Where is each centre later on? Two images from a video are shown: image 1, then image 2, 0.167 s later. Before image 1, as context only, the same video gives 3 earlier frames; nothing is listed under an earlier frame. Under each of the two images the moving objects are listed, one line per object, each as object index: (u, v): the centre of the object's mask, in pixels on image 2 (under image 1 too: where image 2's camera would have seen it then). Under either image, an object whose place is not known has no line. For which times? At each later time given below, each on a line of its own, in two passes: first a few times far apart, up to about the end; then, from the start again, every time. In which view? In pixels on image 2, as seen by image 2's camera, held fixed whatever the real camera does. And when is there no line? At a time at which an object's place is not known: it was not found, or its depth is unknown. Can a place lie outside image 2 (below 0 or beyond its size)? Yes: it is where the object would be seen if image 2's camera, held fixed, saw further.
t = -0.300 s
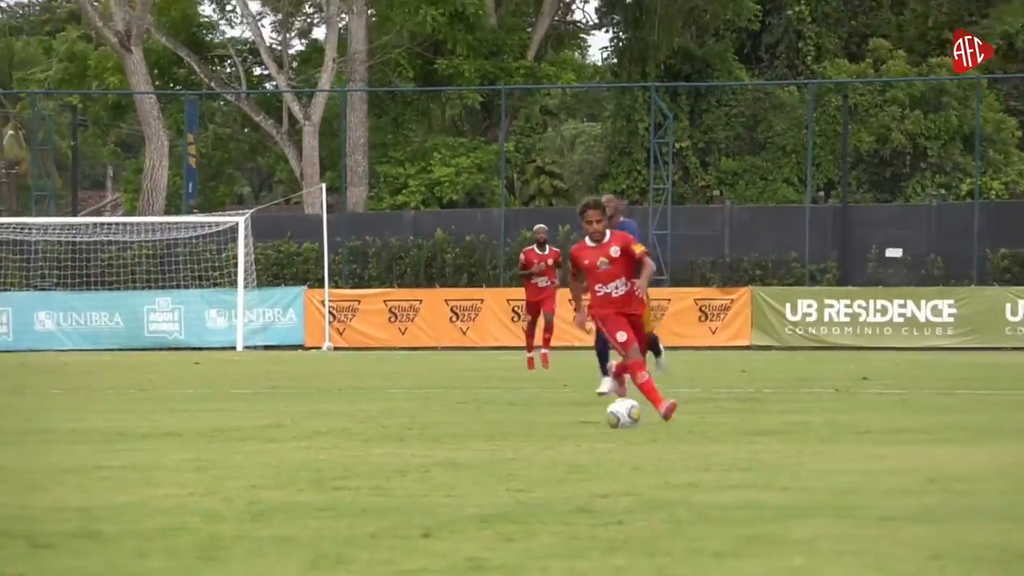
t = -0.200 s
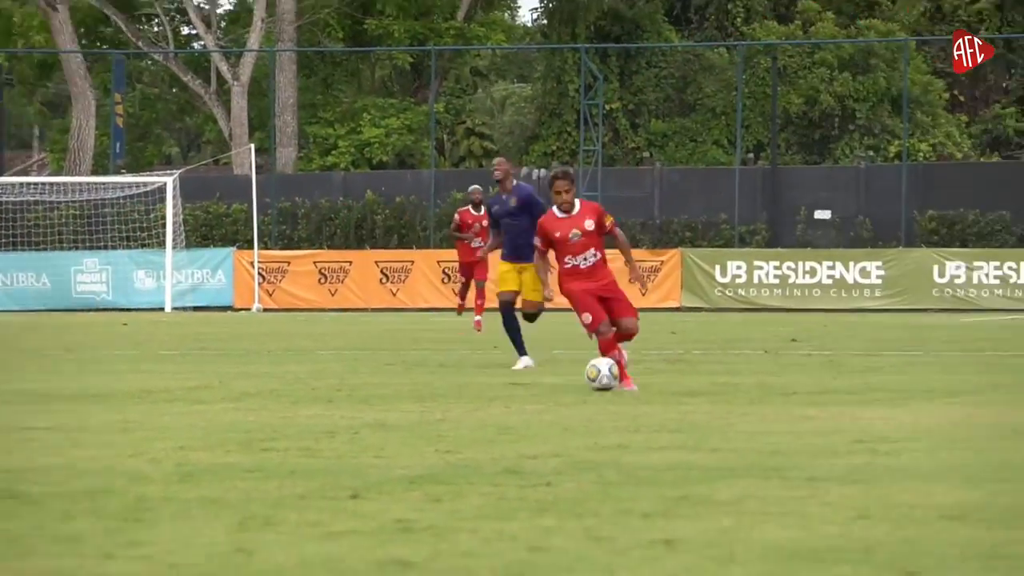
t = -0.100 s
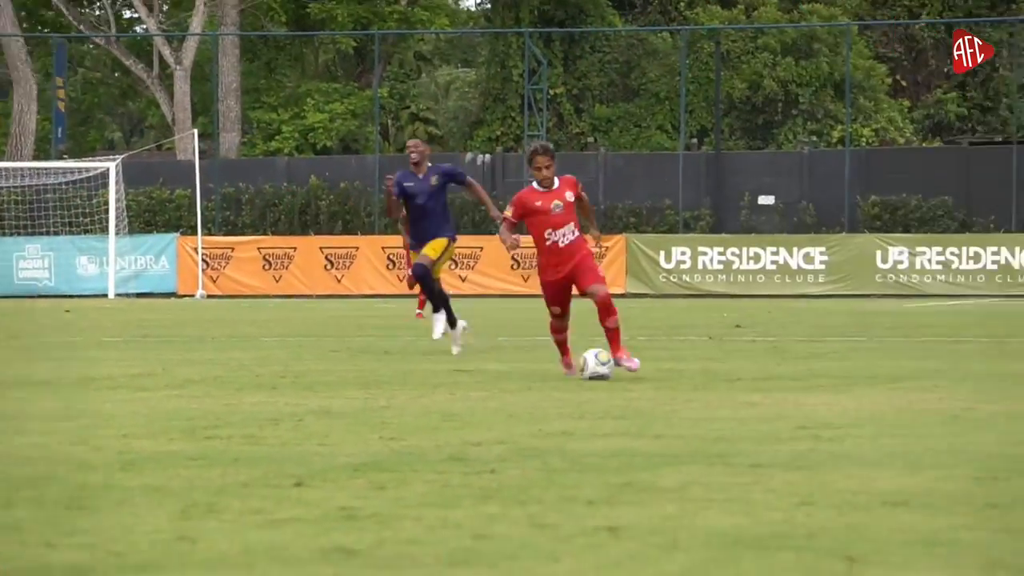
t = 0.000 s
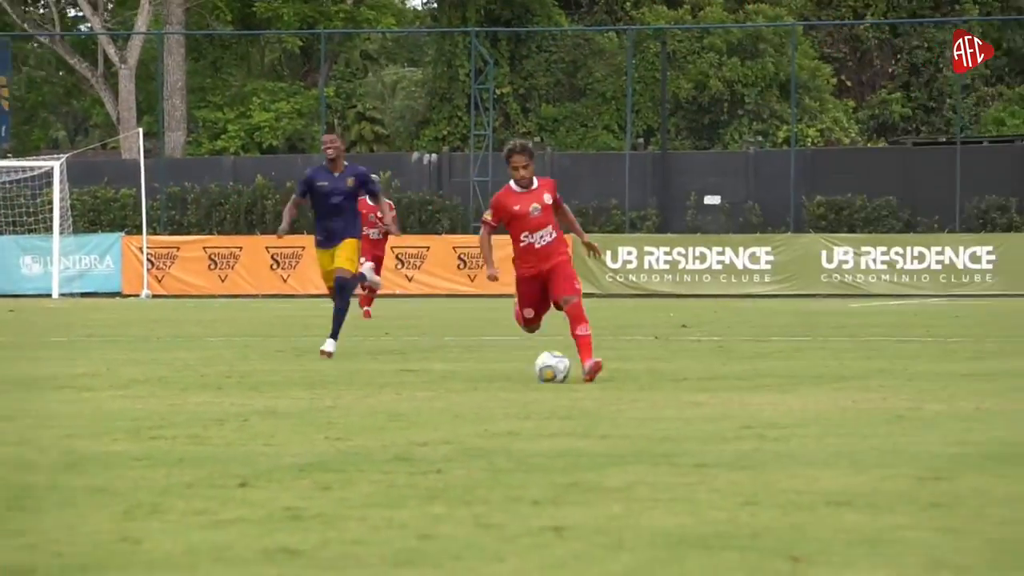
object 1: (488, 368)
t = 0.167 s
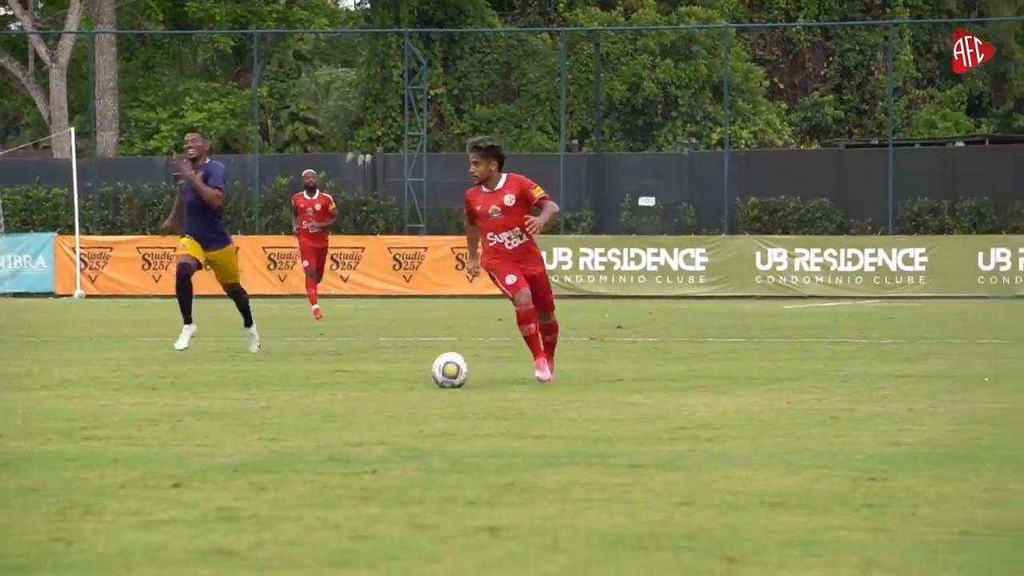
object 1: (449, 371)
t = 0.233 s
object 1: (438, 373)
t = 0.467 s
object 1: (412, 378)
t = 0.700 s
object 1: (400, 382)
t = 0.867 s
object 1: (394, 386)
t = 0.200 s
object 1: (443, 372)
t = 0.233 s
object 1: (438, 373)
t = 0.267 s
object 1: (434, 373)
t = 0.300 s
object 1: (429, 373)
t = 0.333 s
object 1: (425, 374)
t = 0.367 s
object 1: (421, 375)
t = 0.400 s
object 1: (418, 377)
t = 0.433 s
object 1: (414, 378)
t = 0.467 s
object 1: (412, 378)
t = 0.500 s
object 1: (410, 377)
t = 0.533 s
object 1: (409, 378)
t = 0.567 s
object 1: (407, 379)
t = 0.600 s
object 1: (404, 380)
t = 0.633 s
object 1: (403, 381)
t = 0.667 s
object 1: (402, 382)
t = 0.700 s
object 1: (400, 382)
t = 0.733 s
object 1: (399, 383)
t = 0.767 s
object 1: (397, 384)
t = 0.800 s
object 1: (397, 385)
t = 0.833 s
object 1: (396, 386)
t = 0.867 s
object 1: (394, 386)
